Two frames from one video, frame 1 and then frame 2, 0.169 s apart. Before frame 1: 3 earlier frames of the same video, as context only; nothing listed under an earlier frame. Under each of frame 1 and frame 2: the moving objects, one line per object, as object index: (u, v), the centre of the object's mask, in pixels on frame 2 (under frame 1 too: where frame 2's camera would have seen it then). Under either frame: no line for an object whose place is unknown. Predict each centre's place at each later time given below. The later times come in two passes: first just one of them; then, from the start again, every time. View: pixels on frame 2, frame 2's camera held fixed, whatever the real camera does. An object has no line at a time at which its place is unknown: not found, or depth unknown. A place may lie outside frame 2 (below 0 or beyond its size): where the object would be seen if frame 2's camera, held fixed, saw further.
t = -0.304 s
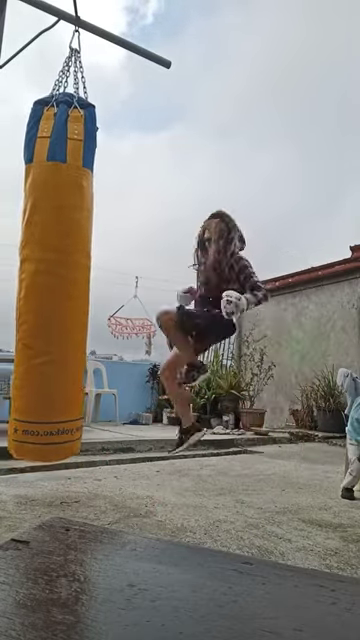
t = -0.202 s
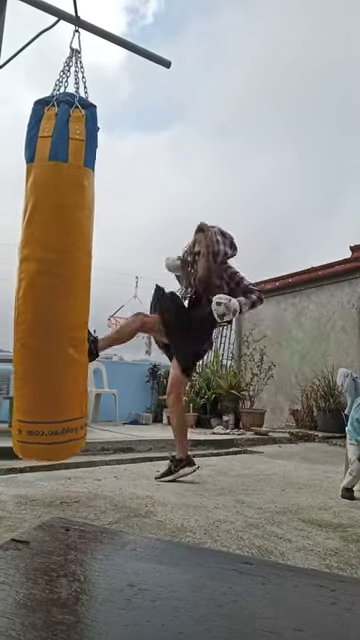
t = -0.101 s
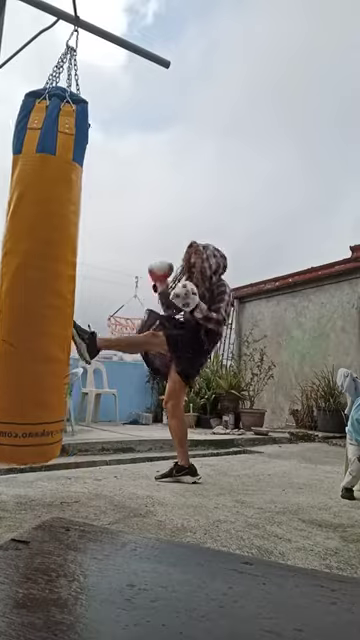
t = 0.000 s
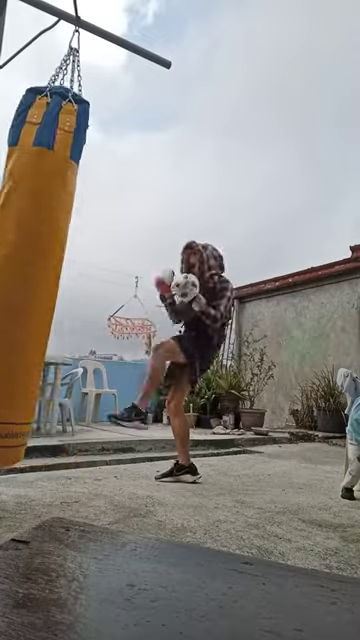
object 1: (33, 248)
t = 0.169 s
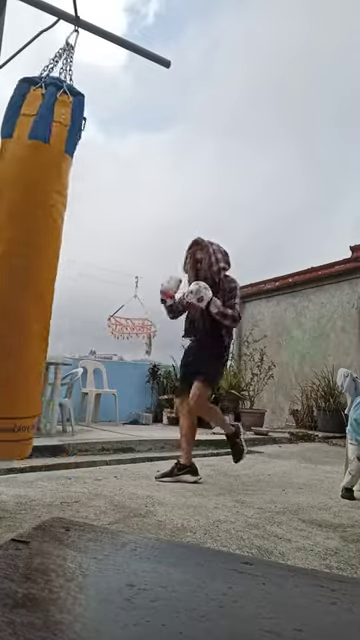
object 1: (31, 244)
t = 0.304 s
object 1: (37, 259)
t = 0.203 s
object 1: (32, 248)
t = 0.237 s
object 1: (34, 253)
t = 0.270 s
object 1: (36, 257)
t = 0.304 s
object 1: (37, 259)
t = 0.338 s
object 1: (39, 262)
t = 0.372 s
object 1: (40, 264)
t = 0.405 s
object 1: (41, 268)
